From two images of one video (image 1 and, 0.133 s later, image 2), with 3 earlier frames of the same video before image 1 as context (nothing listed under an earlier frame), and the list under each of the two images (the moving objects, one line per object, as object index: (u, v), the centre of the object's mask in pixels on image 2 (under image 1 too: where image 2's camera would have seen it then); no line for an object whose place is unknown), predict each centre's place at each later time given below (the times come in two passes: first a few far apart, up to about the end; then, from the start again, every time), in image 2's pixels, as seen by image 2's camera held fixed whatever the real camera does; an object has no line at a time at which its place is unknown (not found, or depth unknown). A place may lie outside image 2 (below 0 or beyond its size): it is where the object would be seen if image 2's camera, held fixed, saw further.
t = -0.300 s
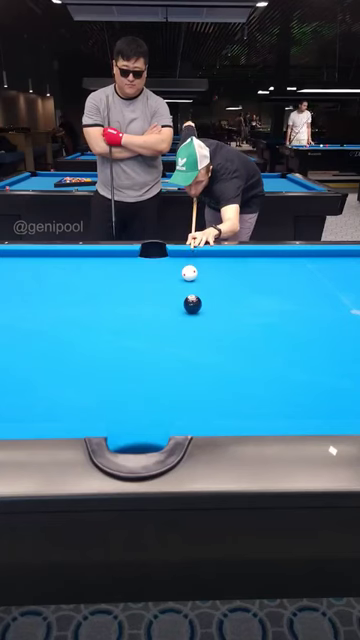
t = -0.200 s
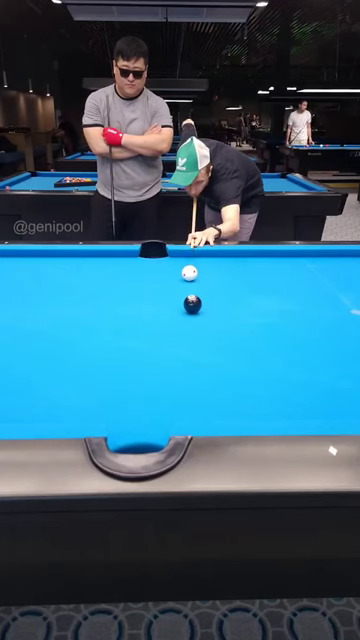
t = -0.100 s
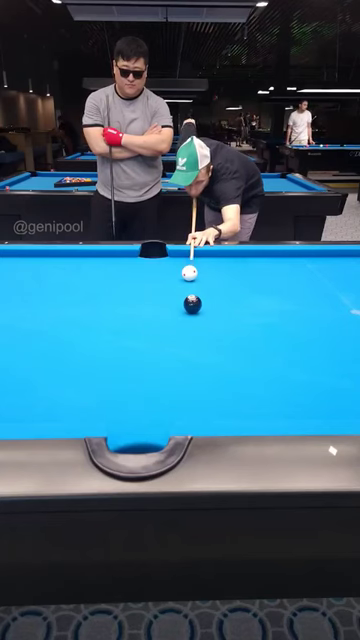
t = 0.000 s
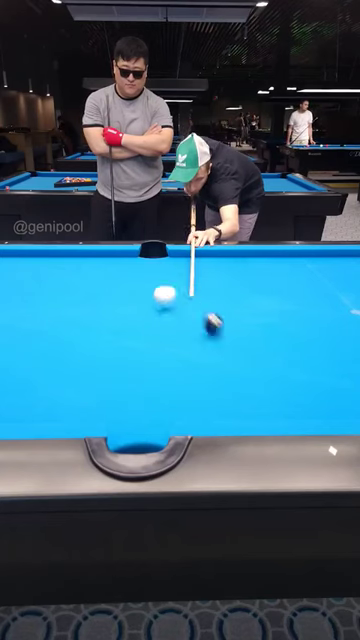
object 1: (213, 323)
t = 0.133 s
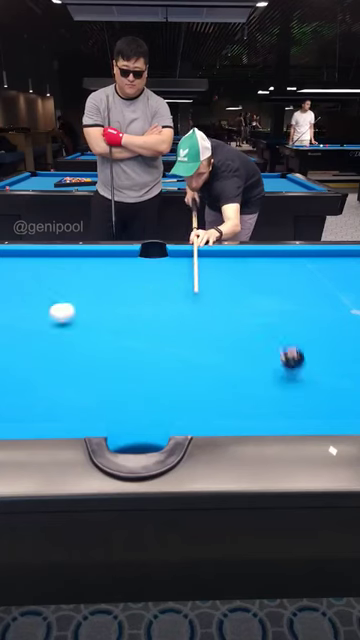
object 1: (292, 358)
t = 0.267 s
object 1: (277, 288)
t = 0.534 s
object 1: (284, 278)
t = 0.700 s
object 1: (306, 323)
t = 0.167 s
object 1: (287, 333)
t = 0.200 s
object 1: (283, 317)
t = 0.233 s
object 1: (279, 302)
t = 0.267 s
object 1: (277, 288)
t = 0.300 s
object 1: (275, 278)
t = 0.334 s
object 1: (273, 267)
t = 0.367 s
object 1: (271, 259)
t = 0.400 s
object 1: (270, 253)
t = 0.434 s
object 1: (273, 256)
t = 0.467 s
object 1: (277, 262)
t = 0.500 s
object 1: (280, 271)
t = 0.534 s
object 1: (284, 278)
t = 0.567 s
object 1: (288, 286)
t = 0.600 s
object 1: (292, 295)
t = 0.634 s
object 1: (296, 303)
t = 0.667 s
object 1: (301, 313)
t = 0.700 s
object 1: (306, 323)
